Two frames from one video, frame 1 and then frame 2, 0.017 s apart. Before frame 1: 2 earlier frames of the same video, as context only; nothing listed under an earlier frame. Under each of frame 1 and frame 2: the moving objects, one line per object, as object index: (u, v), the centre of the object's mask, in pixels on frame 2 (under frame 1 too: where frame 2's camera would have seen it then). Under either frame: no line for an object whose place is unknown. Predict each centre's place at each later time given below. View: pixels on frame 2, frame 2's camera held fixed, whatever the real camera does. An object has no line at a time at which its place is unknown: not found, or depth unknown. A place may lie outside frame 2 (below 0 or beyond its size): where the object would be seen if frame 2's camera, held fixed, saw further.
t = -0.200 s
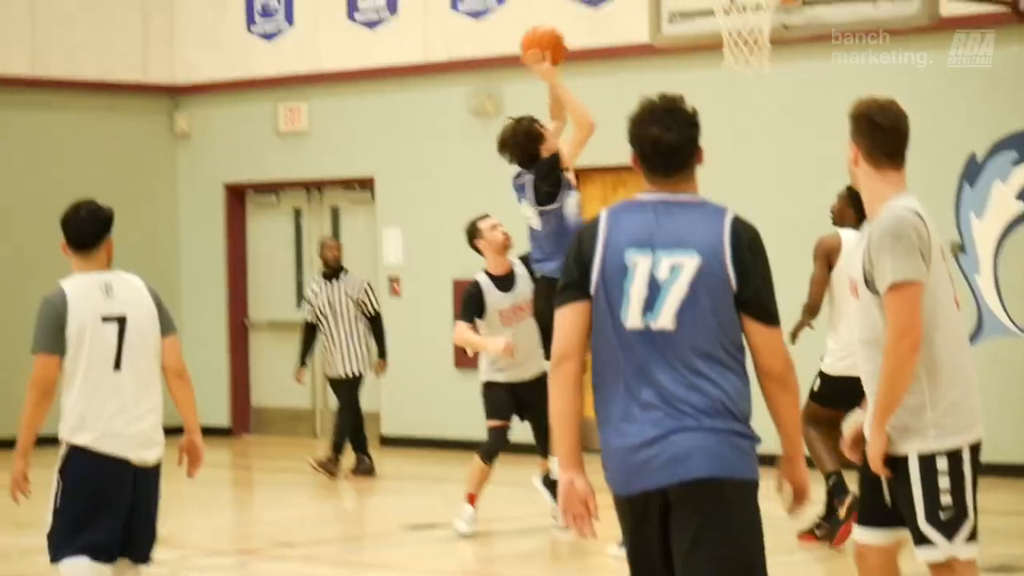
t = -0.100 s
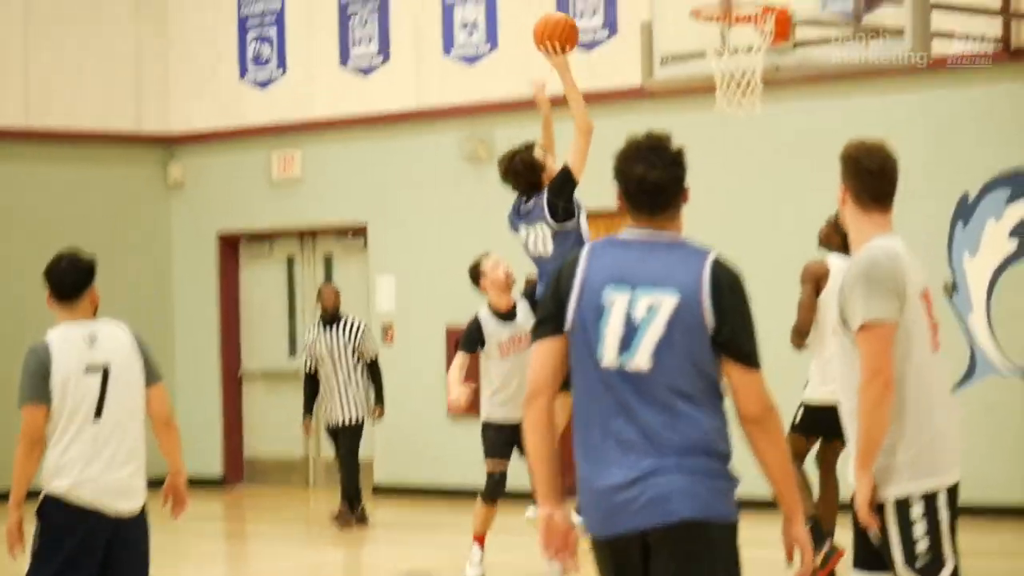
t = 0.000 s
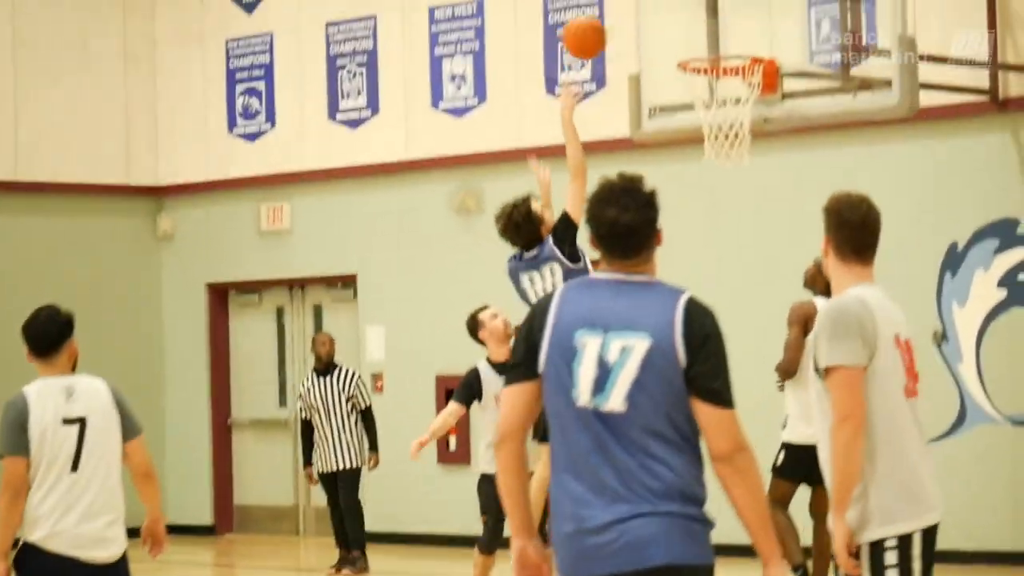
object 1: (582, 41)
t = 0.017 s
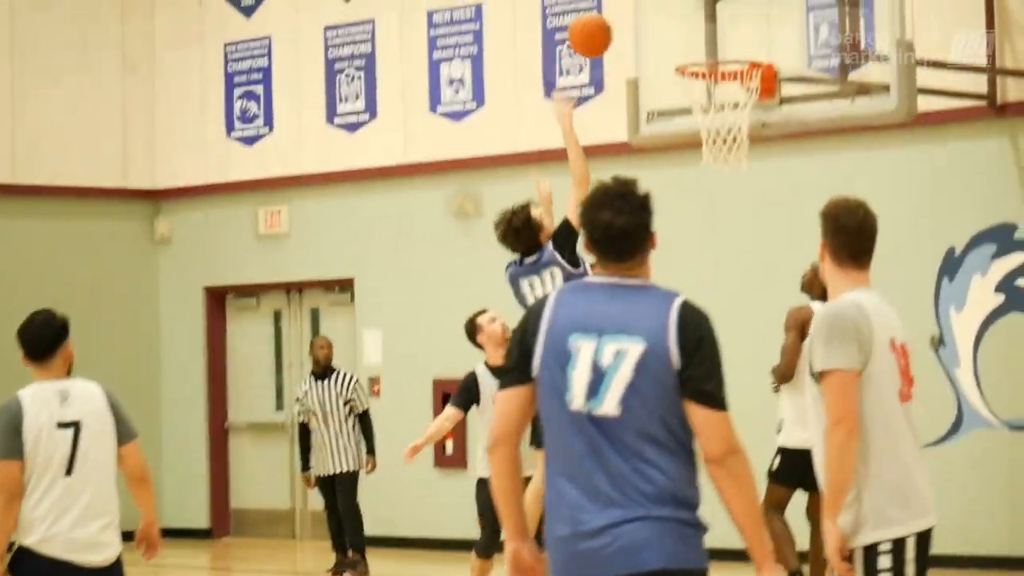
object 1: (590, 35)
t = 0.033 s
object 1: (598, 29)
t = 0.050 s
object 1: (605, 24)
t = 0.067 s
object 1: (612, 19)
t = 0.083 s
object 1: (620, 14)
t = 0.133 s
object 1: (641, 5)
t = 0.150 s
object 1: (648, 3)
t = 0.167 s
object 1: (655, 1)
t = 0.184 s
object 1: (663, -1)
